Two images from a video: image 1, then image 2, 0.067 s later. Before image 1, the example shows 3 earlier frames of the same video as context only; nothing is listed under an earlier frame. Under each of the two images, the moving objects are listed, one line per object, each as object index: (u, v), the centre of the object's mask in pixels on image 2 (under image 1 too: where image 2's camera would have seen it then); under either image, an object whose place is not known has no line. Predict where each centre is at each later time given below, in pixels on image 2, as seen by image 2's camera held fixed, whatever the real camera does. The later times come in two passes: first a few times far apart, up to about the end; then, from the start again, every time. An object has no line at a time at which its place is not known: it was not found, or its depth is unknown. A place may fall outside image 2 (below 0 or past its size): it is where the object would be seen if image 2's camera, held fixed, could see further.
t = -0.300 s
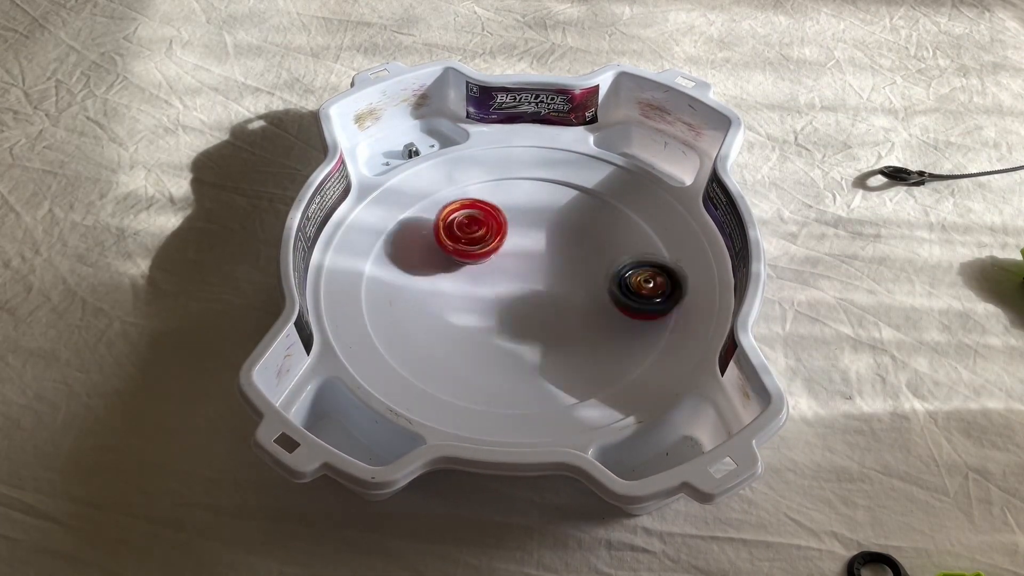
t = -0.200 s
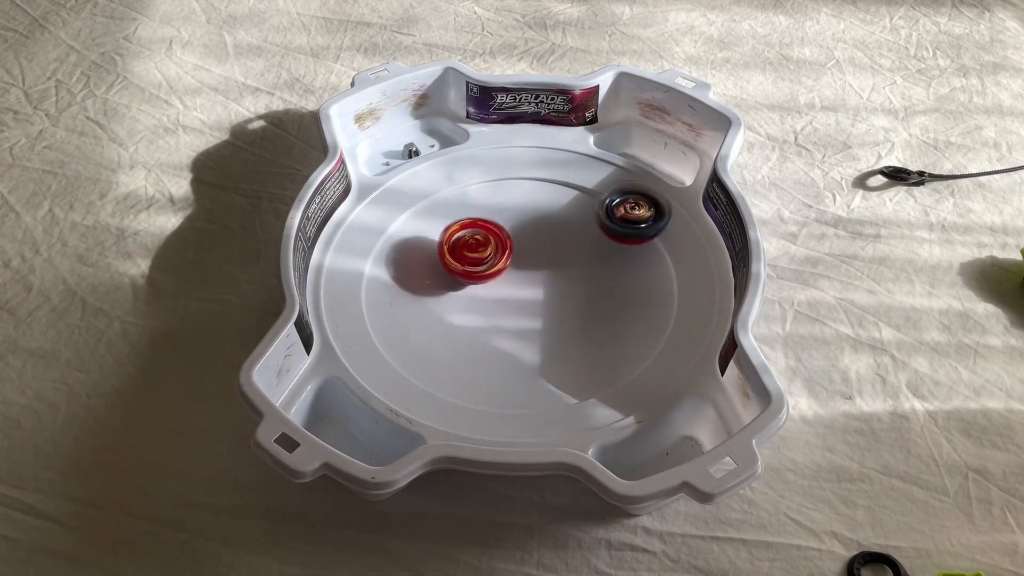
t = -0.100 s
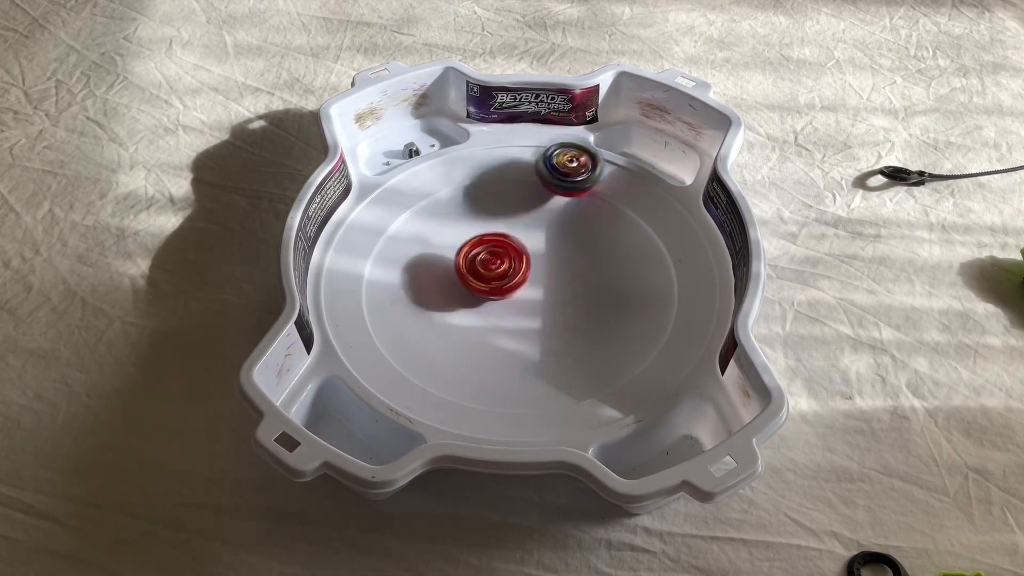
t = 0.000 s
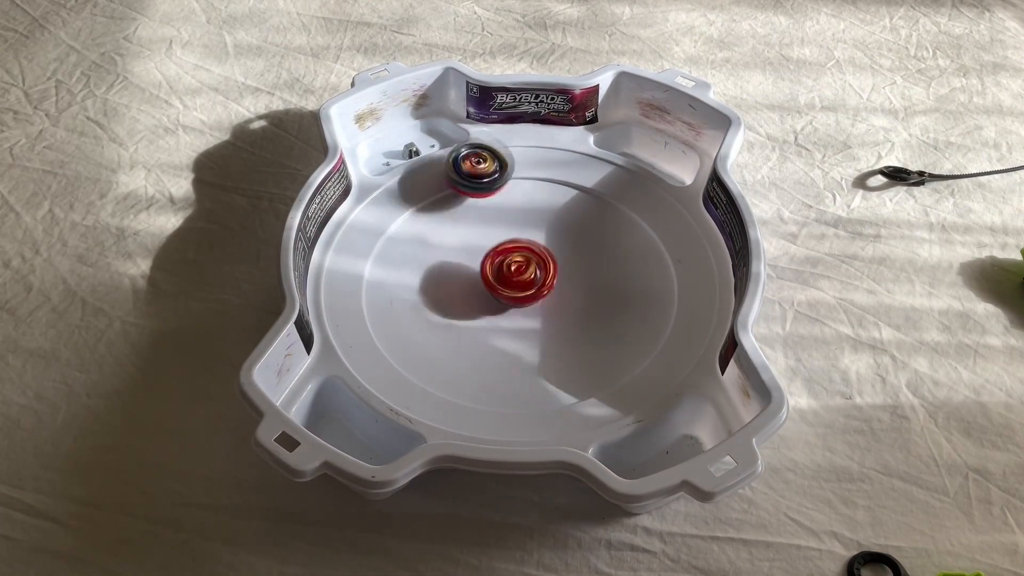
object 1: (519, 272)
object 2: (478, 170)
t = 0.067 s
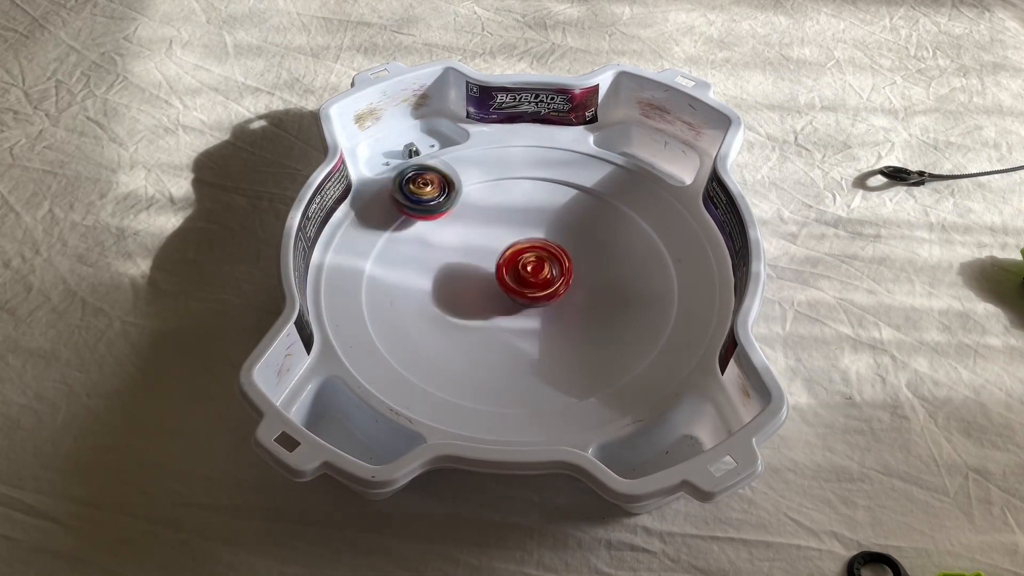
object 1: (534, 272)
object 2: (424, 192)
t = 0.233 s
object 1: (562, 262)
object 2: (379, 291)
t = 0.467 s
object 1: (563, 237)
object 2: (569, 343)
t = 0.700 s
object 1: (518, 250)
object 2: (630, 198)
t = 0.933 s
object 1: (510, 287)
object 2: (454, 177)
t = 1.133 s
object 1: (534, 304)
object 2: (402, 283)
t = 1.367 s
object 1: (561, 270)
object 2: (578, 345)
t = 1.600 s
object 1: (524, 232)
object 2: (659, 230)
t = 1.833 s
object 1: (473, 234)
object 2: (508, 174)
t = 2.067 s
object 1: (463, 311)
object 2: (391, 227)
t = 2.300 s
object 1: (546, 350)
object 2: (429, 303)
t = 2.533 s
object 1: (692, 319)
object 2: (508, 263)
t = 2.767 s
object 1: (643, 257)
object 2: (482, 193)
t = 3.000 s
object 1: (543, 227)
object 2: (427, 221)
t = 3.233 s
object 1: (505, 195)
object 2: (490, 316)
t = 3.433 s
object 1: (494, 216)
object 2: (579, 304)
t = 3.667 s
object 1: (520, 238)
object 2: (599, 232)
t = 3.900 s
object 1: (496, 259)
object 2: (554, 191)
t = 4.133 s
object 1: (503, 313)
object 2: (487, 236)
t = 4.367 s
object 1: (527, 370)
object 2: (513, 277)
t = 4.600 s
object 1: (529, 356)
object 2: (571, 251)
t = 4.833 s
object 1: (497, 298)
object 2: (509, 227)
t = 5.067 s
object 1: (406, 273)
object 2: (503, 214)
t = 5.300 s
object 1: (431, 227)
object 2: (503, 249)
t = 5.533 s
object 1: (501, 203)
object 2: (570, 254)
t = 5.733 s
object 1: (575, 181)
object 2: (579, 249)
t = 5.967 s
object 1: (597, 218)
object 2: (583, 293)
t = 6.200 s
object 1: (559, 260)
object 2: (587, 318)
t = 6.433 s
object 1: (529, 267)
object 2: (557, 324)
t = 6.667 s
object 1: (494, 257)
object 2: (495, 317)
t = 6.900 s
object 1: (464, 251)
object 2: (443, 305)
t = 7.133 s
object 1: (498, 237)
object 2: (442, 286)
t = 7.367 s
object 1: (549, 204)
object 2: (441, 256)
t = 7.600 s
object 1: (538, 209)
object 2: (471, 243)
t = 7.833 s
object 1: (567, 249)
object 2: (480, 234)
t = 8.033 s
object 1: (582, 252)
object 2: (507, 248)
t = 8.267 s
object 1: (581, 261)
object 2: (502, 262)
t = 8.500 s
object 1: (581, 273)
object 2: (512, 265)
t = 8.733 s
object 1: (581, 266)
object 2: (499, 262)
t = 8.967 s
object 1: (579, 273)
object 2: (506, 266)
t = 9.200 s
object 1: (579, 267)
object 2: (502, 256)
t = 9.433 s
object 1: (577, 272)
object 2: (499, 266)
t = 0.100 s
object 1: (540, 271)
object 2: (403, 209)
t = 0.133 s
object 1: (547, 269)
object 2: (386, 228)
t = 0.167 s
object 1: (552, 267)
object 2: (376, 248)
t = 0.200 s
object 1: (557, 264)
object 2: (374, 270)
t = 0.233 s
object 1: (562, 262)
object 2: (379, 291)
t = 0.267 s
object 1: (564, 258)
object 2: (391, 312)
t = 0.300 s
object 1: (569, 255)
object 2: (411, 329)
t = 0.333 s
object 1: (569, 251)
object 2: (438, 343)
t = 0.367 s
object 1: (571, 246)
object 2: (469, 352)
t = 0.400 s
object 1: (569, 243)
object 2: (503, 355)
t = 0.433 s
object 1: (568, 238)
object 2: (536, 352)
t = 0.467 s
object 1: (563, 237)
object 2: (569, 343)
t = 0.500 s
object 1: (557, 234)
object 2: (595, 329)
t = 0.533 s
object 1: (552, 235)
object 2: (617, 310)
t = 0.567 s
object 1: (544, 235)
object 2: (631, 289)
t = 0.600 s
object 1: (539, 237)
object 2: (639, 265)
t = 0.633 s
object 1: (530, 241)
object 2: (641, 242)
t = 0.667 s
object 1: (524, 244)
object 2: (638, 220)
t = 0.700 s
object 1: (518, 250)
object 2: (630, 198)
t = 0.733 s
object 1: (513, 255)
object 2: (610, 184)
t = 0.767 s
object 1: (512, 261)
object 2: (584, 178)
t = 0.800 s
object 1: (508, 266)
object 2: (557, 169)
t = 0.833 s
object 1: (508, 270)
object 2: (532, 163)
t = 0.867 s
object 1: (507, 277)
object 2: (504, 166)
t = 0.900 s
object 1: (507, 281)
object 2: (478, 169)
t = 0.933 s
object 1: (510, 287)
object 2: (454, 177)
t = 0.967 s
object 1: (511, 291)
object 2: (432, 189)
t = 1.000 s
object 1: (515, 296)
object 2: (413, 203)
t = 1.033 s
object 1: (518, 300)
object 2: (400, 221)
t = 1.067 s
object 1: (523, 302)
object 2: (394, 241)
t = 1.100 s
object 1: (530, 304)
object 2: (394, 262)
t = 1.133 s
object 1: (534, 304)
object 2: (402, 283)
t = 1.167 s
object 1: (541, 304)
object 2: (417, 304)
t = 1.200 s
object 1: (546, 303)
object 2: (438, 322)
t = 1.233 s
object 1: (549, 299)
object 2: (464, 335)
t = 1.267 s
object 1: (554, 295)
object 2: (493, 344)
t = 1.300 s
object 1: (554, 289)
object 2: (524, 345)
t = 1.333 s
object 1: (558, 279)
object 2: (551, 347)
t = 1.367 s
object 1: (561, 270)
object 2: (578, 345)
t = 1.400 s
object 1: (559, 262)
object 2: (602, 337)
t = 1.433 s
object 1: (556, 254)
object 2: (624, 324)
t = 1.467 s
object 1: (553, 248)
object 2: (644, 307)
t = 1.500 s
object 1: (546, 242)
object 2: (656, 288)
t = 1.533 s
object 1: (539, 238)
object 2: (664, 268)
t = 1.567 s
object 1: (533, 234)
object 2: (666, 248)
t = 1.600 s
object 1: (524, 232)
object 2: (659, 230)
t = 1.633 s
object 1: (516, 229)
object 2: (644, 215)
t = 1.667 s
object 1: (509, 228)
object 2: (625, 200)
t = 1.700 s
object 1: (500, 228)
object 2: (606, 188)
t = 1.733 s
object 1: (492, 228)
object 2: (584, 179)
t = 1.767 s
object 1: (486, 229)
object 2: (559, 173)
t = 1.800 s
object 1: (479, 232)
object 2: (533, 172)
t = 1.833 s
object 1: (473, 234)
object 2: (508, 174)
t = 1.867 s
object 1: (467, 238)
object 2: (483, 179)
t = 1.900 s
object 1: (458, 249)
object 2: (465, 182)
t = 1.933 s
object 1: (451, 257)
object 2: (447, 189)
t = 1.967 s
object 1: (448, 265)
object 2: (430, 201)
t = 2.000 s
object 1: (448, 272)
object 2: (417, 216)
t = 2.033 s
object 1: (454, 289)
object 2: (403, 224)
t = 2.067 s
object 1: (463, 311)
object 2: (391, 227)
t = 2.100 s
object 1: (475, 328)
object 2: (385, 234)
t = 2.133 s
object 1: (486, 340)
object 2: (381, 245)
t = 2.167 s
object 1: (499, 348)
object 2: (383, 256)
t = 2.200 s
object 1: (512, 353)
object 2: (388, 269)
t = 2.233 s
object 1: (524, 354)
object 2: (398, 282)
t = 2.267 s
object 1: (535, 353)
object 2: (411, 294)
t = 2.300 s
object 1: (546, 350)
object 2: (429, 303)
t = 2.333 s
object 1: (555, 347)
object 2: (448, 313)
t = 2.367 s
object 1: (565, 341)
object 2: (469, 317)
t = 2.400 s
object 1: (573, 336)
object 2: (491, 317)
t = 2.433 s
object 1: (603, 336)
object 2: (498, 307)
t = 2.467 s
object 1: (639, 335)
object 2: (499, 292)
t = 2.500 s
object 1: (669, 325)
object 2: (503, 277)
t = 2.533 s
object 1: (692, 319)
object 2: (508, 263)
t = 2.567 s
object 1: (692, 308)
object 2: (510, 248)
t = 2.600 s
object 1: (689, 297)
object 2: (510, 235)
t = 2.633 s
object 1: (685, 287)
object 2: (507, 223)
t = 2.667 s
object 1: (678, 279)
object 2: (503, 212)
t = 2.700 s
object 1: (669, 272)
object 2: (497, 203)
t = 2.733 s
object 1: (656, 265)
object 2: (490, 198)
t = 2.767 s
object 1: (643, 257)
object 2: (482, 193)
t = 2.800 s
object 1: (628, 251)
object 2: (472, 191)
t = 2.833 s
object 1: (613, 245)
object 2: (462, 191)
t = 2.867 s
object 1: (598, 240)
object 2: (452, 193)
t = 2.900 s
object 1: (584, 236)
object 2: (442, 196)
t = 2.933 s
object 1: (569, 233)
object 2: (433, 202)
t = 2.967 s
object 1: (556, 230)
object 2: (428, 210)
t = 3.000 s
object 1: (543, 227)
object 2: (427, 221)
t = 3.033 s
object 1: (529, 224)
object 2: (432, 236)
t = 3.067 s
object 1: (516, 222)
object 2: (439, 248)
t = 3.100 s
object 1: (504, 220)
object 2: (453, 261)
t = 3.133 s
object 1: (505, 210)
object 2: (457, 279)
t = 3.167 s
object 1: (507, 202)
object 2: (465, 294)
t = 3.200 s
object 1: (506, 197)
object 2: (477, 306)
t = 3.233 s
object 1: (505, 195)
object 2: (490, 316)
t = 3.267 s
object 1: (503, 196)
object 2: (505, 321)
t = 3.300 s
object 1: (500, 199)
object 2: (520, 322)
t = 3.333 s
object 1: (497, 203)
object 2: (536, 321)
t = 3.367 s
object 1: (495, 207)
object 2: (552, 317)
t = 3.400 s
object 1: (494, 211)
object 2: (566, 311)
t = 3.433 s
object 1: (494, 216)
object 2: (579, 304)
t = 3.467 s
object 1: (494, 220)
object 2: (589, 295)
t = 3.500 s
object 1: (496, 225)
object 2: (597, 286)
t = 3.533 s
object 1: (499, 228)
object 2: (602, 276)
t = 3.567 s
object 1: (503, 231)
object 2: (606, 264)
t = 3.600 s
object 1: (508, 233)
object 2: (606, 253)
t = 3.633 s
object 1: (514, 236)
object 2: (604, 243)
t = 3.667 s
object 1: (520, 238)
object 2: (599, 232)
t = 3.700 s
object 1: (510, 239)
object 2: (602, 223)
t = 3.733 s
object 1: (502, 240)
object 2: (604, 213)
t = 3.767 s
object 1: (496, 242)
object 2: (598, 205)
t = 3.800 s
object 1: (493, 246)
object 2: (591, 198)
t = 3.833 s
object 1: (493, 249)
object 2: (583, 193)
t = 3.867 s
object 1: (494, 254)
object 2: (568, 190)
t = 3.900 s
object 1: (496, 259)
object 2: (554, 191)
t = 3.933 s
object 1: (499, 263)
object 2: (539, 195)
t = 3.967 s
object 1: (502, 266)
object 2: (524, 202)
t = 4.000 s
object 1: (504, 273)
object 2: (512, 208)
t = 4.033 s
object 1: (501, 287)
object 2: (505, 211)
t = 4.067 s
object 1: (501, 298)
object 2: (498, 217)
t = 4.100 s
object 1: (501, 306)
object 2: (492, 225)
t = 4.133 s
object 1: (503, 313)
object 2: (487, 236)
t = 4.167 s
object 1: (505, 319)
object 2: (485, 246)
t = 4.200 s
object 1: (508, 324)
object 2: (485, 259)
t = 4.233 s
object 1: (511, 328)
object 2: (487, 269)
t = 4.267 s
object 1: (514, 340)
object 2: (491, 274)
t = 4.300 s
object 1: (518, 354)
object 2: (496, 274)
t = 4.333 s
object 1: (523, 365)
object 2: (503, 275)
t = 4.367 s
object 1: (527, 370)
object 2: (513, 277)
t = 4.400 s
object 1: (530, 375)
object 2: (524, 279)
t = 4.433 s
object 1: (533, 378)
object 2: (536, 279)
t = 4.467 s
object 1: (535, 377)
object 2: (548, 277)
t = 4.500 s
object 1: (535, 372)
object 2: (557, 273)
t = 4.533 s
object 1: (533, 368)
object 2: (565, 267)
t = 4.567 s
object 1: (532, 363)
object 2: (570, 259)
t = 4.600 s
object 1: (529, 356)
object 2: (571, 251)
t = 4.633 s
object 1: (526, 350)
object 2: (570, 242)
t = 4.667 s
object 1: (523, 342)
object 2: (565, 235)
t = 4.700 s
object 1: (519, 333)
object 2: (556, 229)
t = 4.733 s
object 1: (513, 324)
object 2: (545, 224)
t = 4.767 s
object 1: (508, 315)
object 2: (534, 223)
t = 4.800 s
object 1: (502, 306)
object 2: (521, 224)
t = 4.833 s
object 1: (497, 298)
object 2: (509, 227)
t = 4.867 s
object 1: (492, 293)
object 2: (499, 232)
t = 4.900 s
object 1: (472, 290)
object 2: (501, 227)
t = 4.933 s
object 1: (451, 293)
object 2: (505, 224)
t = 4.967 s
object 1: (432, 290)
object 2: (507, 221)
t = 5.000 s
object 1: (419, 284)
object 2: (507, 218)
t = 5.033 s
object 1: (411, 280)
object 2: (506, 216)
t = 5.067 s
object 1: (406, 273)
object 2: (503, 214)
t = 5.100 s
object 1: (405, 266)
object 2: (498, 214)
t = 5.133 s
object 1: (406, 258)
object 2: (493, 215)
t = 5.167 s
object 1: (408, 252)
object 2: (490, 220)
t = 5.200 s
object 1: (412, 245)
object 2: (489, 227)
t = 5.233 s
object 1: (417, 239)
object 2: (491, 234)
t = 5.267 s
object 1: (423, 233)
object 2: (496, 242)
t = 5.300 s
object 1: (431, 227)
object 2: (503, 249)
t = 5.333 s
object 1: (438, 222)
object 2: (512, 254)
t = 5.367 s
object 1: (447, 216)
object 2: (522, 258)
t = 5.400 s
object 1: (457, 212)
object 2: (533, 260)
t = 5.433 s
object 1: (467, 210)
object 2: (543, 262)
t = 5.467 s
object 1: (478, 206)
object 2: (554, 260)
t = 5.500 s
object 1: (489, 204)
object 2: (562, 258)
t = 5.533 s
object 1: (501, 203)
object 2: (570, 254)
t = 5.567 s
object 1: (513, 202)
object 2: (576, 250)
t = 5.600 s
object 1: (524, 200)
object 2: (580, 244)
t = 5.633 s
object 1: (534, 199)
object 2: (581, 238)
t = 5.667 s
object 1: (545, 193)
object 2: (579, 239)
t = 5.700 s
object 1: (560, 186)
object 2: (580, 243)
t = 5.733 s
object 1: (575, 181)
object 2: (579, 249)
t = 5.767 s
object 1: (587, 179)
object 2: (578, 256)
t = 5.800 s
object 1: (595, 178)
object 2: (577, 263)
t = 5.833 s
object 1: (602, 182)
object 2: (579, 270)
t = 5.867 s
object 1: (605, 188)
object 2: (580, 276)
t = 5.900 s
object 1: (605, 198)
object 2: (581, 282)
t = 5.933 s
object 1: (602, 209)
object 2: (582, 288)
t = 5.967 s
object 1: (597, 218)
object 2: (583, 293)
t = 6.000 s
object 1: (591, 228)
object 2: (586, 296)
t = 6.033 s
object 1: (584, 235)
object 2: (587, 299)
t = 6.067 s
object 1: (577, 242)
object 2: (589, 302)
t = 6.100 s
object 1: (571, 247)
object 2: (588, 308)
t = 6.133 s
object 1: (567, 251)
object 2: (588, 311)
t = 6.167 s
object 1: (562, 255)
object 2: (587, 315)
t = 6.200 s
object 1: (559, 260)
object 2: (587, 318)
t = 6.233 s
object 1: (555, 264)
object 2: (584, 319)
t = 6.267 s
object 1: (551, 264)
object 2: (583, 322)
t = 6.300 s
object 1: (547, 266)
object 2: (581, 324)
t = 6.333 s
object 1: (542, 266)
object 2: (576, 325)
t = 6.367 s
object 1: (538, 267)
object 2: (571, 325)
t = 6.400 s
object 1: (534, 268)
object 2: (565, 325)
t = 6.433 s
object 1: (529, 267)
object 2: (557, 324)
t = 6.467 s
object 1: (524, 268)
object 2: (549, 322)
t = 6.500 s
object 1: (520, 268)
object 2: (541, 321)
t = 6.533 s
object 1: (516, 266)
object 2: (536, 321)
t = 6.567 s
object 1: (512, 265)
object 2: (526, 320)
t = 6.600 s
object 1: (506, 264)
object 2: (516, 319)
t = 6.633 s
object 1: (501, 262)
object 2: (505, 317)
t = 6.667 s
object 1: (494, 257)
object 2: (495, 317)
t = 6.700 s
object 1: (488, 255)
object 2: (485, 315)
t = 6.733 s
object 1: (481, 253)
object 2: (476, 313)
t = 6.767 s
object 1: (475, 253)
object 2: (468, 311)
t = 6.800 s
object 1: (469, 252)
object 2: (461, 310)
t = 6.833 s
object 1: (467, 252)
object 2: (454, 308)
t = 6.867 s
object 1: (464, 252)
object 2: (448, 306)
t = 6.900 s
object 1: (464, 251)
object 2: (443, 305)
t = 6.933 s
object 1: (465, 252)
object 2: (440, 303)
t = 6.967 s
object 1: (467, 252)
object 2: (437, 302)
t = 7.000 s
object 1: (475, 249)
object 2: (434, 300)
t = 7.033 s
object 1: (483, 245)
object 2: (433, 298)
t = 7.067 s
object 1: (486, 239)
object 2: (436, 295)
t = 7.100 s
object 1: (492, 238)
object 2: (439, 291)
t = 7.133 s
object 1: (498, 237)
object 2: (442, 286)
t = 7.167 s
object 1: (504, 235)
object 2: (445, 282)
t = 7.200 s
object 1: (508, 233)
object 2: (450, 275)
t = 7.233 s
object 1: (518, 229)
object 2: (449, 270)
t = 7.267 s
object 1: (531, 223)
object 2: (446, 267)
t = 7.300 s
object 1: (540, 216)
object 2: (444, 264)
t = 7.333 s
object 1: (546, 210)
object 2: (442, 260)
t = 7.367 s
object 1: (549, 204)
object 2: (441, 256)
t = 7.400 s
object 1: (550, 200)
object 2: (443, 255)
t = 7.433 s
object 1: (549, 196)
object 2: (445, 253)
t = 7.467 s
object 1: (547, 196)
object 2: (448, 252)
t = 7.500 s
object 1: (544, 199)
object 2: (452, 251)
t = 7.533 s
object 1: (541, 203)
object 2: (458, 249)
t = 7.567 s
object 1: (539, 206)
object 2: (464, 246)
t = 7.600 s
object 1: (538, 209)
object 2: (471, 243)
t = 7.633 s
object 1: (539, 214)
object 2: (477, 239)
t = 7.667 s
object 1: (542, 218)
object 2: (481, 237)
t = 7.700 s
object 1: (546, 224)
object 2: (483, 235)
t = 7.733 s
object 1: (551, 230)
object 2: (482, 232)
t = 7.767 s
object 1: (556, 238)
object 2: (480, 231)
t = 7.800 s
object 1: (562, 244)
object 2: (479, 232)
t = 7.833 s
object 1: (567, 249)
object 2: (480, 234)
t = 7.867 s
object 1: (571, 252)
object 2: (482, 236)
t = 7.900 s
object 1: (574, 254)
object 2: (485, 239)
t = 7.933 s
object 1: (576, 256)
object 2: (490, 242)
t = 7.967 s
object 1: (577, 256)
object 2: (496, 245)
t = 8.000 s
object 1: (578, 254)
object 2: (503, 247)
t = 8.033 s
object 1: (582, 252)
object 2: (507, 248)
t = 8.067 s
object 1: (589, 251)
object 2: (504, 248)
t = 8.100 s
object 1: (592, 251)
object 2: (501, 248)
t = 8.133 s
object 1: (592, 250)
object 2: (498, 249)
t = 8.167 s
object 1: (590, 252)
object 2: (497, 252)
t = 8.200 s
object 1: (587, 254)
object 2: (496, 256)
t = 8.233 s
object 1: (584, 257)
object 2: (498, 260)
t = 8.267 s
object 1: (581, 261)
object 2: (502, 262)
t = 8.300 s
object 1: (579, 265)
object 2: (506, 265)
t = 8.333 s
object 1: (579, 269)
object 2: (510, 267)
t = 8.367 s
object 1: (581, 271)
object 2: (511, 268)
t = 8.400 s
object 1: (582, 272)
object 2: (512, 268)
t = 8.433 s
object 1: (582, 273)
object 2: (512, 267)
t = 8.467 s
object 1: (582, 273)
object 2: (512, 266)
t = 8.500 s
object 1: (581, 273)
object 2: (512, 265)
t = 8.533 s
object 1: (580, 272)
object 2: (510, 264)
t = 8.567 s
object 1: (580, 271)
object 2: (508, 264)
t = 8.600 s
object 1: (580, 270)
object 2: (505, 262)
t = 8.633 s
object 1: (580, 268)
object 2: (504, 262)
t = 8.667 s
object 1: (581, 267)
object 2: (502, 263)
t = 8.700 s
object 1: (581, 266)
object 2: (500, 263)
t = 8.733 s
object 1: (581, 266)
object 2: (499, 262)
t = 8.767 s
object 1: (581, 267)
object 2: (498, 263)
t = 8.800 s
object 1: (580, 268)
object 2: (498, 264)
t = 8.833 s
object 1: (580, 269)
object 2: (499, 265)
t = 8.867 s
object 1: (579, 271)
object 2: (500, 265)
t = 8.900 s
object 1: (578, 272)
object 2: (501, 265)
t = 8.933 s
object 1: (578, 273)
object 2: (503, 266)
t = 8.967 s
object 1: (579, 273)
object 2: (506, 266)
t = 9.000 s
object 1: (579, 273)
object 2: (508, 265)
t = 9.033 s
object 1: (579, 273)
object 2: (510, 264)
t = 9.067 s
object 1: (578, 271)
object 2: (511, 263)
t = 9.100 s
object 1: (578, 270)
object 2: (510, 261)
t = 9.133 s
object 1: (579, 269)
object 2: (508, 259)
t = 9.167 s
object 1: (579, 267)
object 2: (505, 257)
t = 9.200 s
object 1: (579, 267)
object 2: (502, 256)
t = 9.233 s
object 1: (579, 266)
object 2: (499, 256)
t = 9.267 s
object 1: (579, 267)
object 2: (497, 256)
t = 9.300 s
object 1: (578, 267)
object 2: (494, 258)
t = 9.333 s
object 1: (578, 268)
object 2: (493, 260)
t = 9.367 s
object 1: (577, 270)
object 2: (494, 263)
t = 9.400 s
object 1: (577, 271)
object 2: (496, 264)
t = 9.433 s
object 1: (577, 272)
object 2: (499, 266)
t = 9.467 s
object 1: (577, 273)
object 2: (503, 269)
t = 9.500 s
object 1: (578, 273)
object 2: (508, 269)
